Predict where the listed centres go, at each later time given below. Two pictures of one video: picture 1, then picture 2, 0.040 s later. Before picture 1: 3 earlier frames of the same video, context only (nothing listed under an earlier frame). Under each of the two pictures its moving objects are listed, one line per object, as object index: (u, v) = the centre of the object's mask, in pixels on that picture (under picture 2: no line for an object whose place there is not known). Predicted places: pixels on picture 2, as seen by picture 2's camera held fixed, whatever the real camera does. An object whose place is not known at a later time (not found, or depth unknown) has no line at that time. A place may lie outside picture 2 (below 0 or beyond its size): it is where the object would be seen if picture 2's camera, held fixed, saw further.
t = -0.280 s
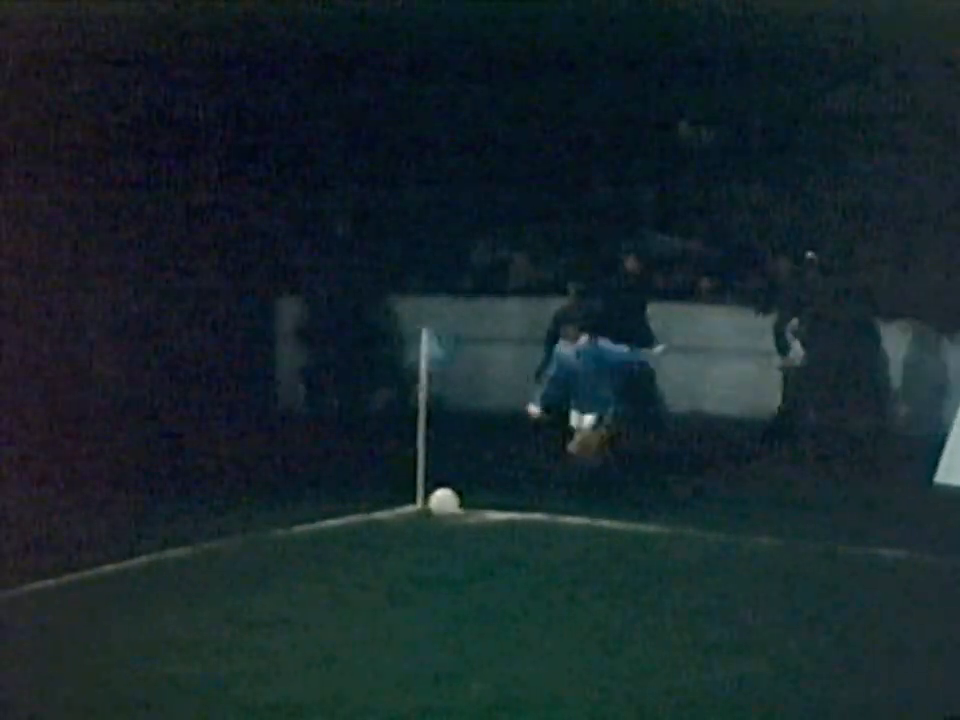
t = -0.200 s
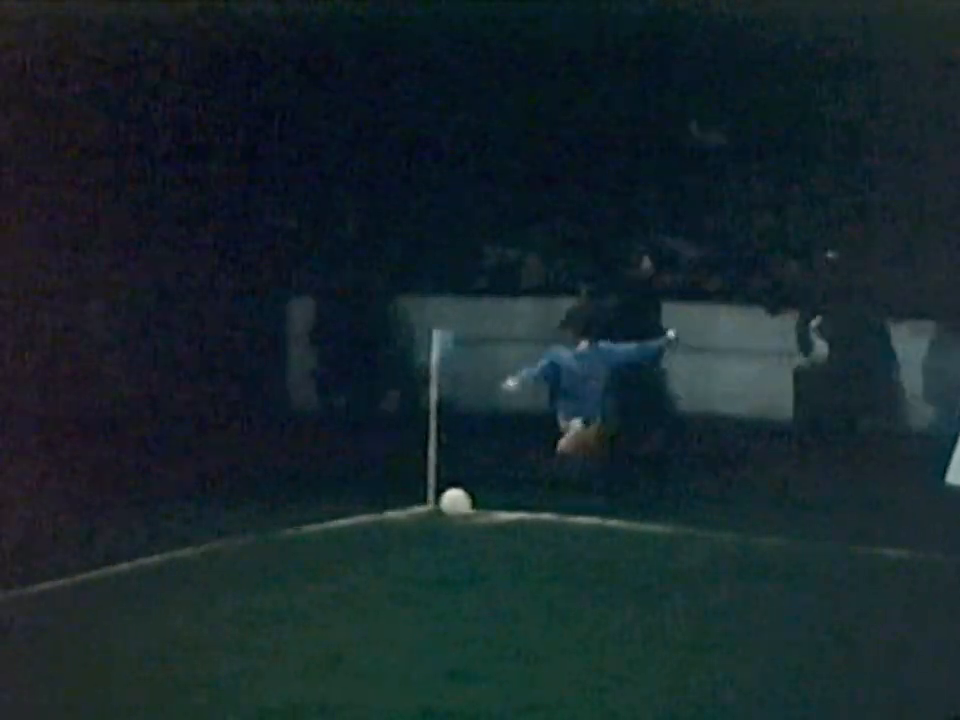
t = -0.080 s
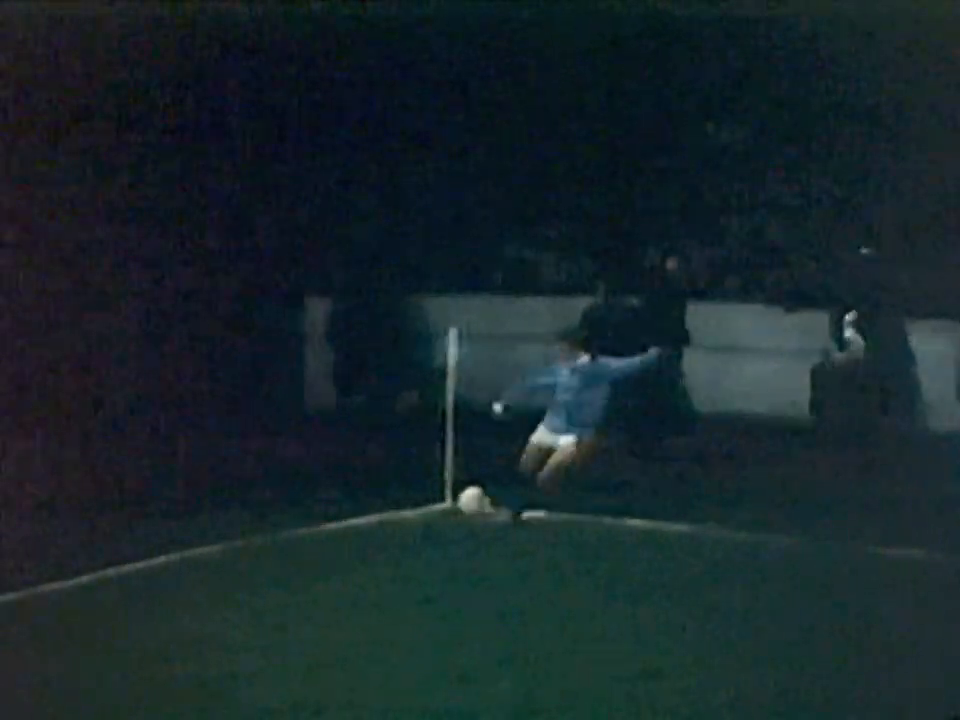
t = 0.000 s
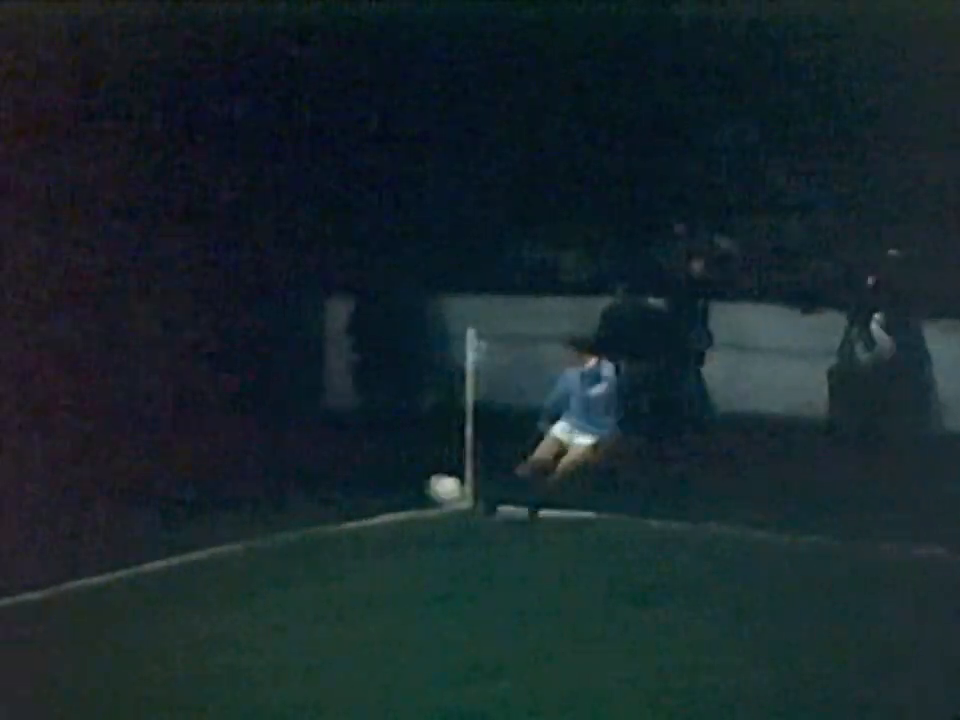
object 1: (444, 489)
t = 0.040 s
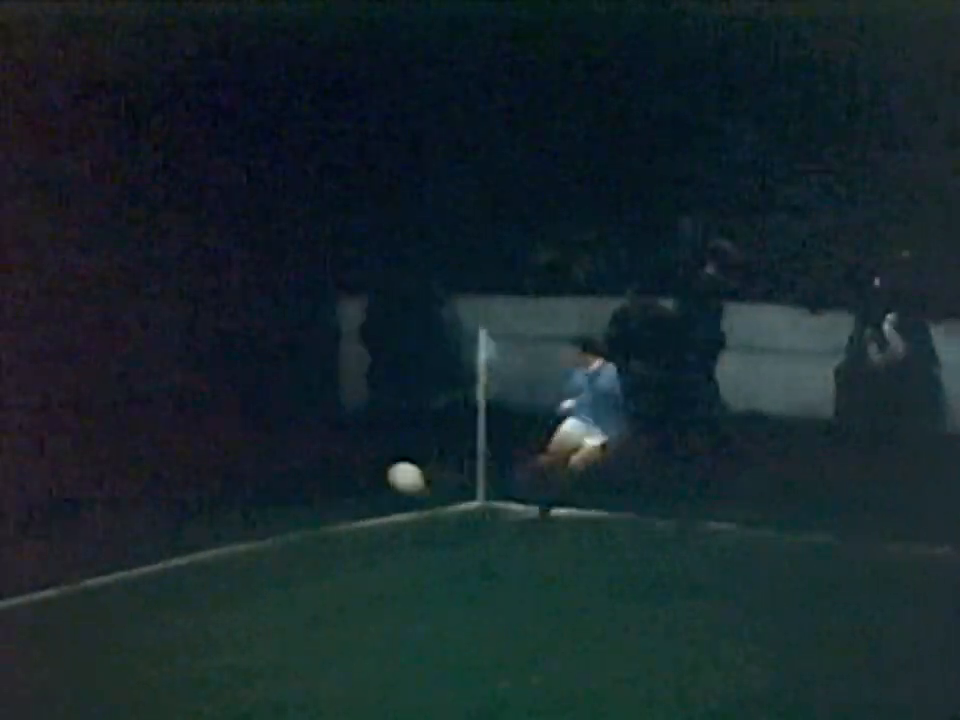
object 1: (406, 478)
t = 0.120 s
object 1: (313, 451)
